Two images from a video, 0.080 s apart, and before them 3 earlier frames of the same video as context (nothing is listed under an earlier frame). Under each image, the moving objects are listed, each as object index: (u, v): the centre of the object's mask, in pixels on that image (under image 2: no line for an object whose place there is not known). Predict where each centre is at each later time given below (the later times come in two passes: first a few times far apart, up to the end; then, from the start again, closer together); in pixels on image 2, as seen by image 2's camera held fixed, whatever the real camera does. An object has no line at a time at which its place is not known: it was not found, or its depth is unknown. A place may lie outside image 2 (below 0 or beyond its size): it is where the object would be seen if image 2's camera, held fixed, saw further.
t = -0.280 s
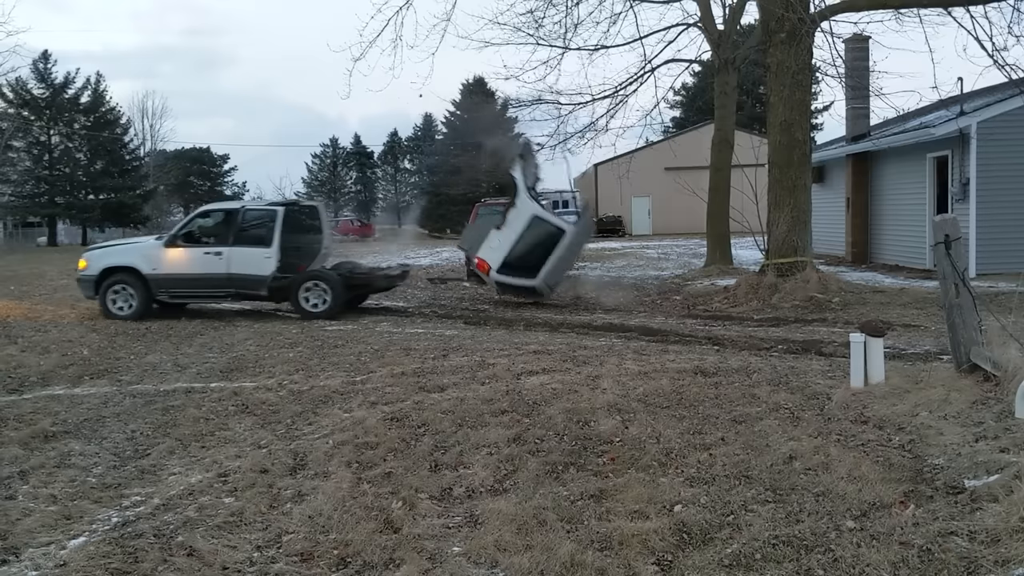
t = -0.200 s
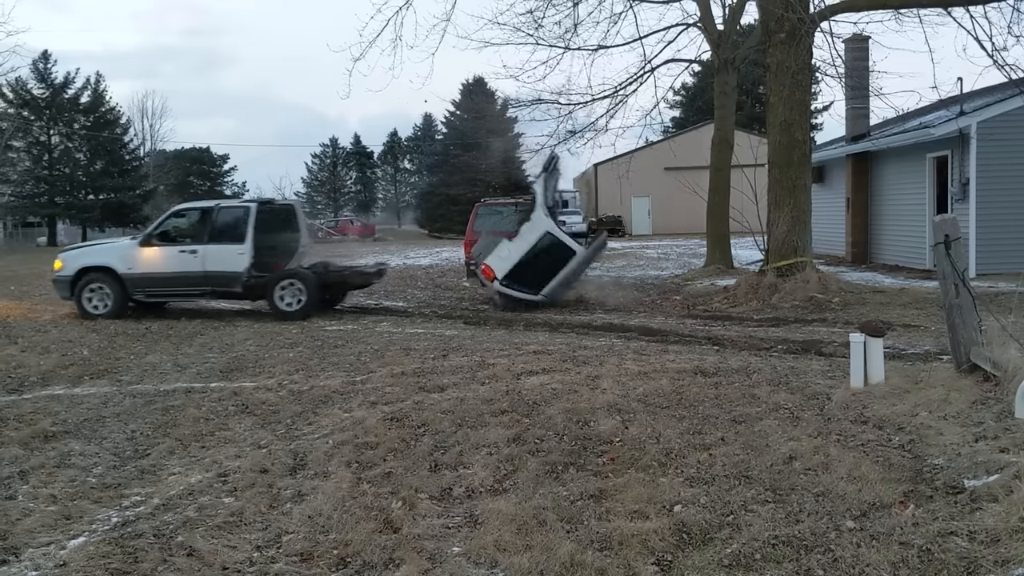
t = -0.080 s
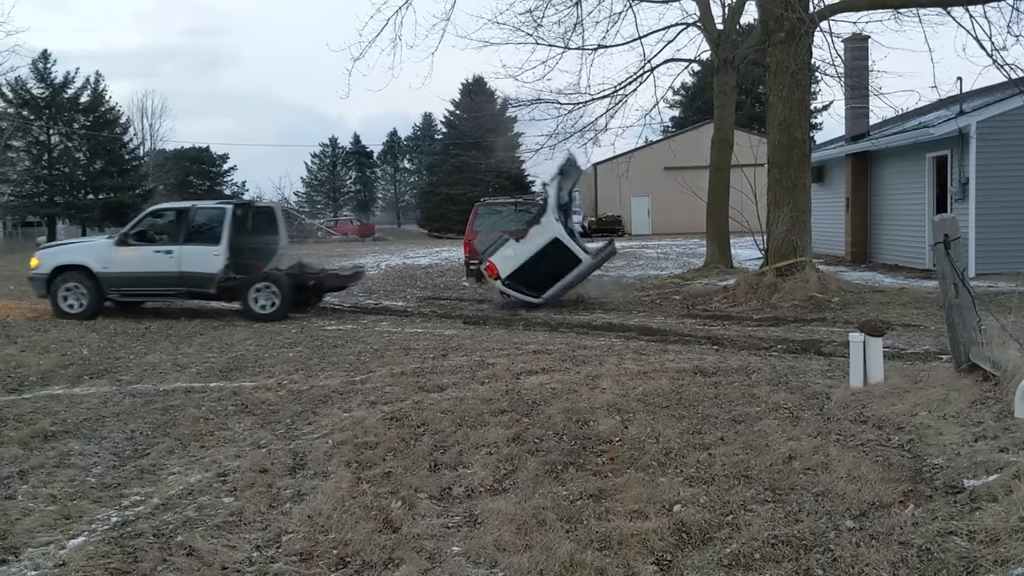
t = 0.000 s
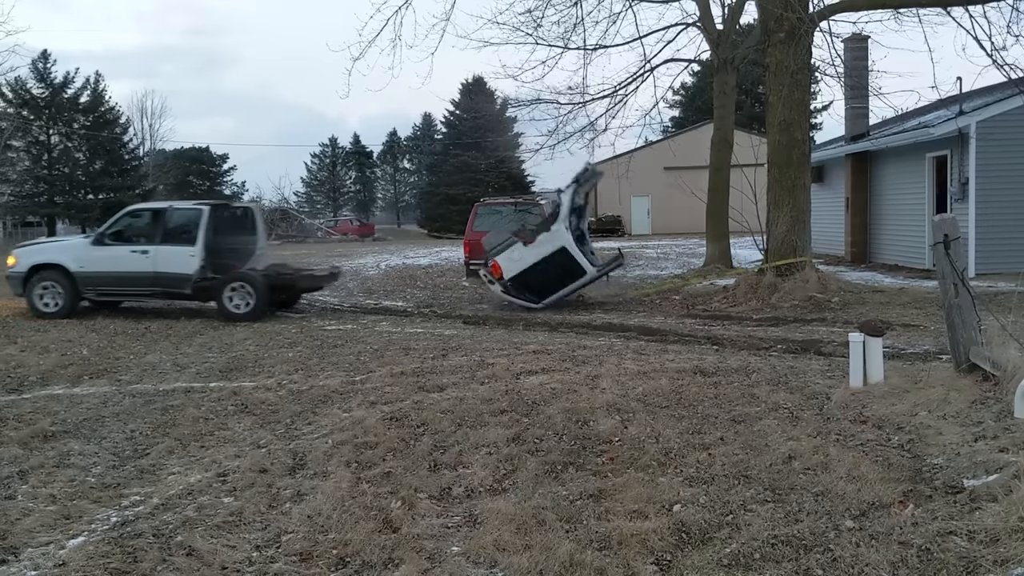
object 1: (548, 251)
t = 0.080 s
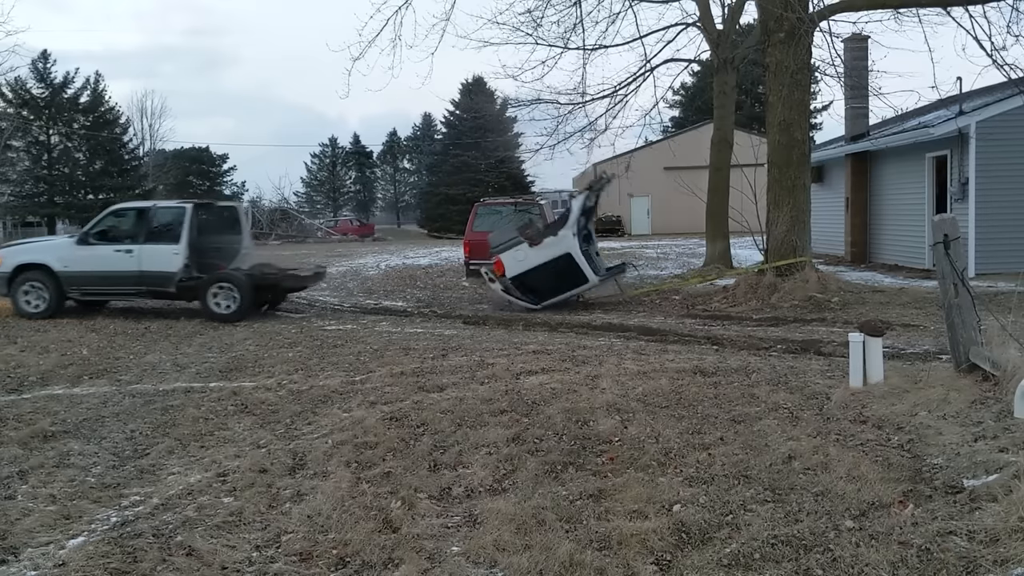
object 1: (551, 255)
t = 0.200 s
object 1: (559, 261)
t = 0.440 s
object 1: (573, 262)
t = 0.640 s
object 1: (581, 262)
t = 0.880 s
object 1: (583, 262)
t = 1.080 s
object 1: (583, 262)
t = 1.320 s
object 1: (583, 262)
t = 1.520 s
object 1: (583, 262)
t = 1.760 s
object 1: (584, 262)
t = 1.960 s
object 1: (584, 262)
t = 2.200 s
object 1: (583, 262)
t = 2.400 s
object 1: (583, 262)
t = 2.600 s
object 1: (583, 262)
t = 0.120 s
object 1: (554, 256)
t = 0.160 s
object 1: (555, 258)
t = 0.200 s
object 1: (559, 261)
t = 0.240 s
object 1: (562, 263)
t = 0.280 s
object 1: (563, 264)
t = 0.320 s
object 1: (565, 264)
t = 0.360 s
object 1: (568, 263)
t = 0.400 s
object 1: (572, 262)
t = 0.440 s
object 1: (573, 262)
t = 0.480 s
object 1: (575, 262)
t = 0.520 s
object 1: (577, 262)
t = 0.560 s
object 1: (578, 262)
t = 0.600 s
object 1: (580, 262)
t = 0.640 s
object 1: (581, 262)
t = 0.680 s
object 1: (582, 262)
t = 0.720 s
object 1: (582, 262)
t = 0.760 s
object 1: (582, 262)
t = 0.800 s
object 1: (583, 262)
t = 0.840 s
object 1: (583, 262)
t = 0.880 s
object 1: (583, 262)
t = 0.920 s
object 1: (583, 262)
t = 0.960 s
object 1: (583, 262)
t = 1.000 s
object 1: (583, 262)
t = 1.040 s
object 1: (583, 262)
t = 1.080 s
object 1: (583, 262)
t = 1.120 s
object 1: (583, 262)
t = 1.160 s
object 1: (583, 262)
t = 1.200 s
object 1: (583, 262)
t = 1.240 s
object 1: (583, 262)
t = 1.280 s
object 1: (583, 262)
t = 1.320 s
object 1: (583, 262)
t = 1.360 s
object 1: (583, 262)
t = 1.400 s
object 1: (583, 262)
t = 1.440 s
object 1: (583, 262)
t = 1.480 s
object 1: (583, 262)
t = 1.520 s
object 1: (583, 262)
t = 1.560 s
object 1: (583, 262)
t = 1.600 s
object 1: (584, 262)
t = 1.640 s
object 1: (584, 262)
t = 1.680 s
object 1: (584, 262)
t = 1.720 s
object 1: (584, 261)
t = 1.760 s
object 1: (584, 262)
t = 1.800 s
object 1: (585, 262)
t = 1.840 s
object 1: (584, 262)
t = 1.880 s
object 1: (584, 262)
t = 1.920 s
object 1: (584, 262)
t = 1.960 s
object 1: (584, 262)
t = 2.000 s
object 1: (584, 262)
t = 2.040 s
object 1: (584, 262)
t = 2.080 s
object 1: (583, 262)
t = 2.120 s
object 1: (583, 262)
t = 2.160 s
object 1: (584, 262)
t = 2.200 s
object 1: (583, 262)
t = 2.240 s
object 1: (583, 262)
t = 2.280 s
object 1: (583, 262)
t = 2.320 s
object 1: (583, 262)
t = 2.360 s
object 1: (583, 262)
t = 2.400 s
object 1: (583, 262)
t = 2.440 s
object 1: (583, 262)
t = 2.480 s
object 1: (583, 262)
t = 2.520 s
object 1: (584, 262)
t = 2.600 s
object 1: (583, 262)
